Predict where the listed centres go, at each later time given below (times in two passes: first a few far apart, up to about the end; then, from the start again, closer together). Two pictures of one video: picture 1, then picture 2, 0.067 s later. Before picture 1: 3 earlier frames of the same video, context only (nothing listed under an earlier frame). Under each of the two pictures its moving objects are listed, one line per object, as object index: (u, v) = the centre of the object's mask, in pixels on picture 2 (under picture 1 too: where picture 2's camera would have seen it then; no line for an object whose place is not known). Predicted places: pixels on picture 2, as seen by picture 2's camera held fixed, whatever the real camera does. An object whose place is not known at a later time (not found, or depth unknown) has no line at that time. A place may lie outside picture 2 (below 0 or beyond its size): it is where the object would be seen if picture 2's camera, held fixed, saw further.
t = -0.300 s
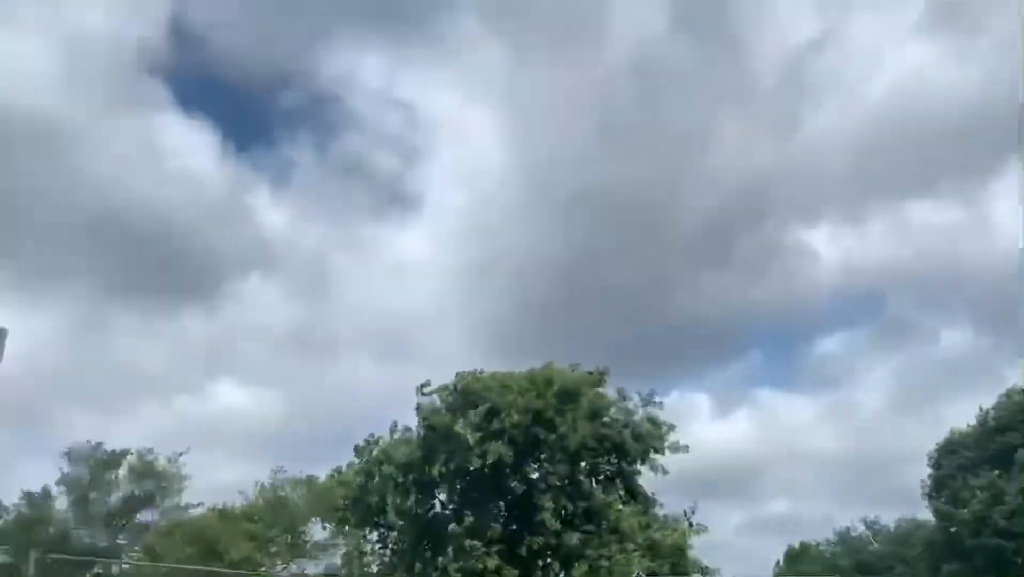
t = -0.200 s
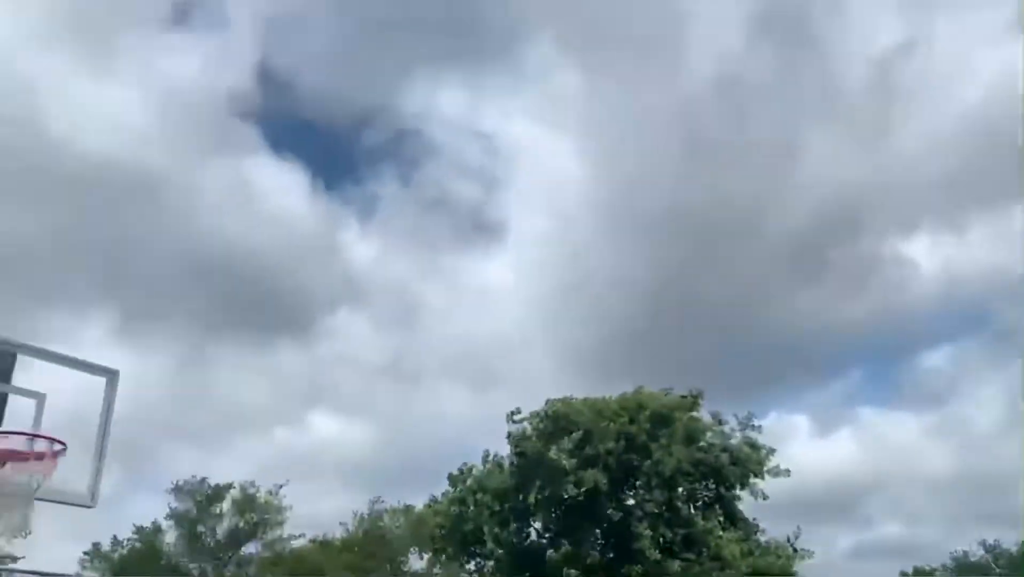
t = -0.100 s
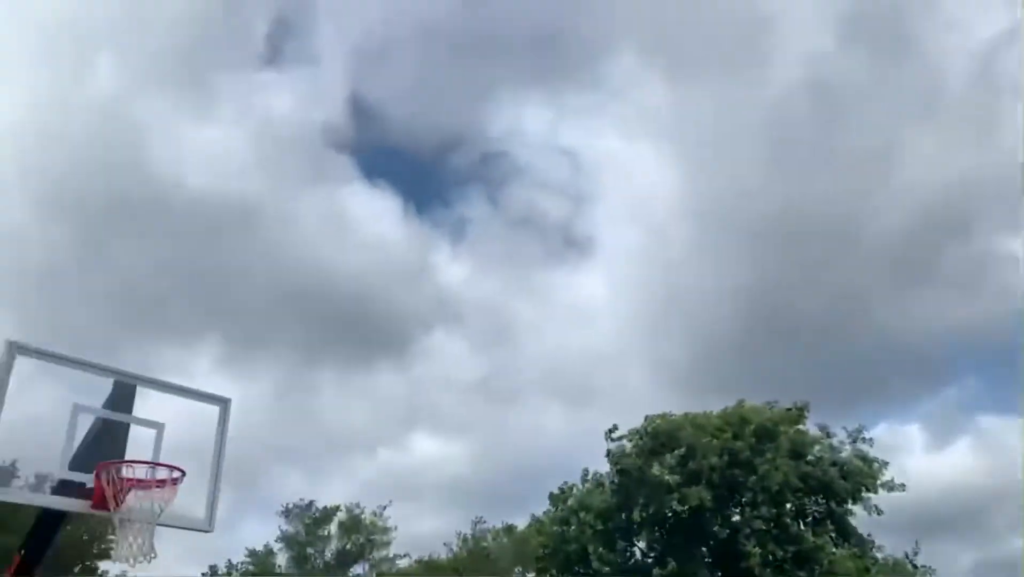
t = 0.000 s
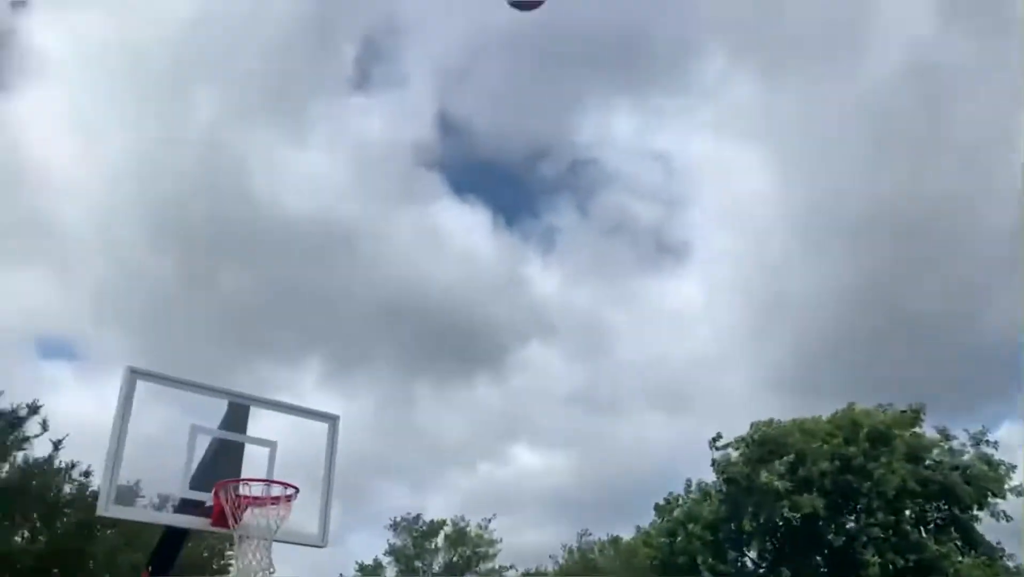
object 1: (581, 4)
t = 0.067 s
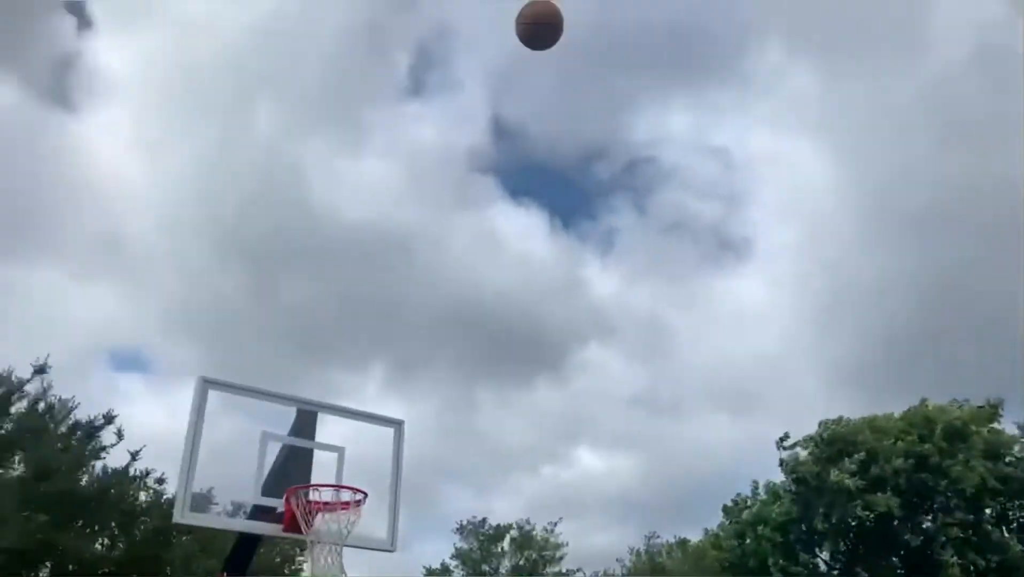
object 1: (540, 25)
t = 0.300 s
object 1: (407, 204)
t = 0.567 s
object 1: (250, 524)
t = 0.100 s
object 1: (520, 46)
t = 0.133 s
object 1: (501, 69)
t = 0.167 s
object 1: (482, 93)
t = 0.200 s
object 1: (463, 119)
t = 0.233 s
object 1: (444, 145)
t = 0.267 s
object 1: (426, 173)
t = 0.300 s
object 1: (407, 204)
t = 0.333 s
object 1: (388, 236)
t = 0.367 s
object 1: (370, 270)
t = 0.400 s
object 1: (350, 306)
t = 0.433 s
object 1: (331, 345)
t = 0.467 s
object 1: (311, 386)
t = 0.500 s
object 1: (291, 430)
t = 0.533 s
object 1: (270, 475)
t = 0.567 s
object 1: (250, 524)
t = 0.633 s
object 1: (203, 636)
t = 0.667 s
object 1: (179, 695)
